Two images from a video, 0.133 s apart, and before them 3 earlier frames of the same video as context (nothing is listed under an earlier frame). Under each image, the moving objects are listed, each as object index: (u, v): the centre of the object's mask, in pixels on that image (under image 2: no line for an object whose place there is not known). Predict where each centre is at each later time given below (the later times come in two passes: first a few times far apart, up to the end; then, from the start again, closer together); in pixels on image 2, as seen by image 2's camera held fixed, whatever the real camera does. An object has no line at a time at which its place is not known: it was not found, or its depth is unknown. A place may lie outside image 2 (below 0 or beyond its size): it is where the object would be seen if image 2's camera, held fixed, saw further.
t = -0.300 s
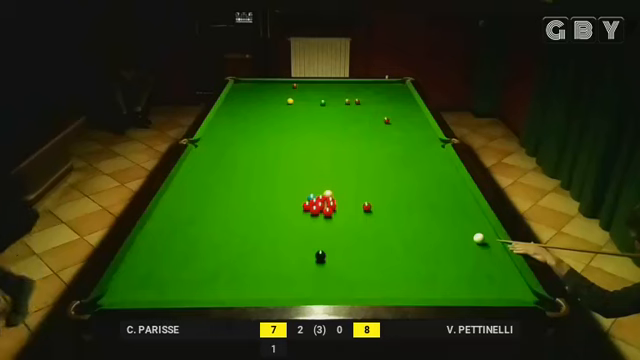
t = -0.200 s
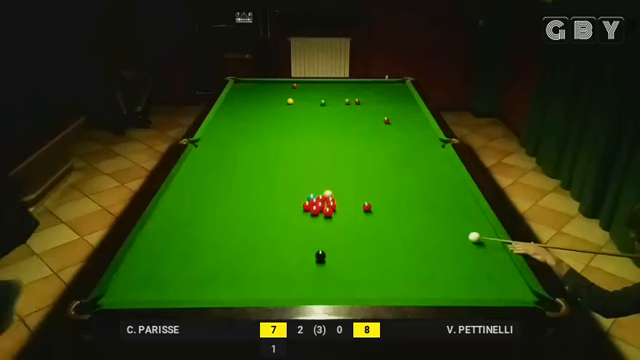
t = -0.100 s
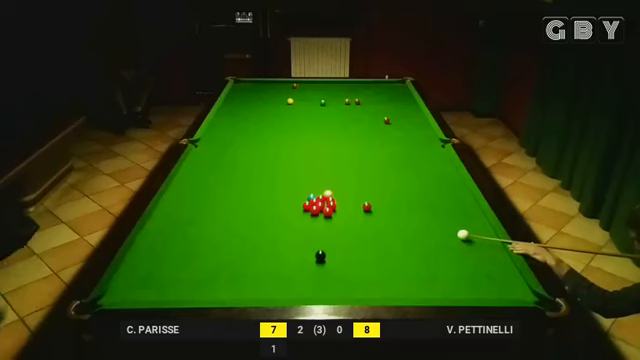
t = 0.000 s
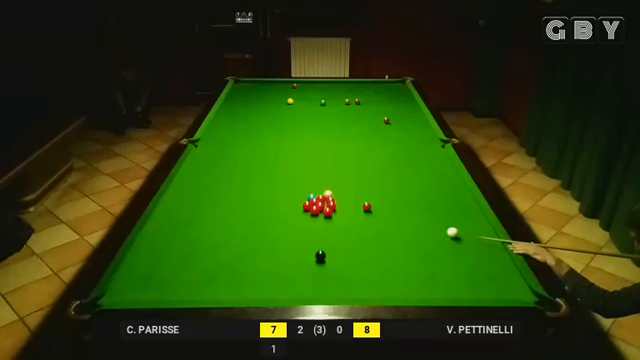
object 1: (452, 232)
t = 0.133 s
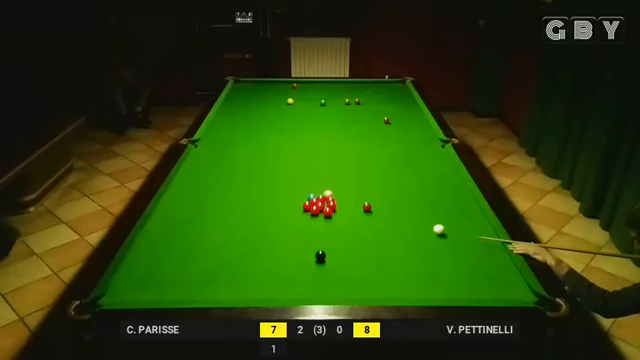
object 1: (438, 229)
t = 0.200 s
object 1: (432, 228)
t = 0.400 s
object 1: (413, 223)
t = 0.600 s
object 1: (396, 220)
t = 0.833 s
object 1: (377, 216)
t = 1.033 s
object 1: (362, 213)
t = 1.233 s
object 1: (348, 210)
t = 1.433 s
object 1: (338, 208)
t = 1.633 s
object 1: (335, 209)
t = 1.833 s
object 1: (334, 209)
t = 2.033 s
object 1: (334, 209)
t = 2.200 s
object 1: (334, 209)
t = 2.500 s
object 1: (334, 209)
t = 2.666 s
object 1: (334, 209)
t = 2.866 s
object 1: (334, 209)
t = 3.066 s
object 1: (334, 209)
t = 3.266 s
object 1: (334, 209)
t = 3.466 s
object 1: (334, 209)
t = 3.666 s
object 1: (334, 209)
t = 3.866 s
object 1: (334, 209)
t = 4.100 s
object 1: (334, 209)
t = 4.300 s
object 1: (334, 209)
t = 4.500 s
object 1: (334, 208)
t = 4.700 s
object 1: (334, 209)
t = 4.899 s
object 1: (334, 209)
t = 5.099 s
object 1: (334, 209)
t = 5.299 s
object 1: (334, 209)
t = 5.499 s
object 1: (334, 209)
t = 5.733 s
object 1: (334, 209)
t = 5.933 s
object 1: (334, 209)
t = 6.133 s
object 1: (334, 209)
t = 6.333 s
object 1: (334, 209)
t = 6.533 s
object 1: (334, 209)
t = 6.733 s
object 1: (334, 209)
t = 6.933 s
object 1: (334, 209)
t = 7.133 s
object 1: (334, 209)
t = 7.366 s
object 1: (334, 209)
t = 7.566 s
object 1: (334, 209)
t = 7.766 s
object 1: (334, 209)
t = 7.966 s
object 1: (334, 209)
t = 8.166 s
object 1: (334, 209)
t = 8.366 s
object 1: (334, 209)
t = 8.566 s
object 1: (334, 209)
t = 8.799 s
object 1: (334, 209)
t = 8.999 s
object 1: (334, 209)
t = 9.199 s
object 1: (334, 209)
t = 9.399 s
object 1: (334, 209)
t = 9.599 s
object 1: (334, 209)
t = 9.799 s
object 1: (334, 209)
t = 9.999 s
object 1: (334, 209)
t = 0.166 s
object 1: (435, 228)
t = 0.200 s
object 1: (432, 228)
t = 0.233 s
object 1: (429, 227)
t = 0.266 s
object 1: (426, 226)
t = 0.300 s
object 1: (422, 225)
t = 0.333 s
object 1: (419, 225)
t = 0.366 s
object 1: (416, 224)
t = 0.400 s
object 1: (413, 223)
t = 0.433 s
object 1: (410, 223)
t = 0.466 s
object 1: (407, 222)
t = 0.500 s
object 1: (404, 221)
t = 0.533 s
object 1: (402, 221)
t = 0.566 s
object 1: (399, 220)
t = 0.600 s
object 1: (396, 220)
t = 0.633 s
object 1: (393, 219)
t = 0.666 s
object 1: (390, 219)
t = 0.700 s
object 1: (388, 218)
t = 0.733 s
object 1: (385, 217)
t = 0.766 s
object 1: (382, 217)
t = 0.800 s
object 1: (380, 216)
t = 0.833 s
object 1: (377, 216)
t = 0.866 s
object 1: (374, 215)
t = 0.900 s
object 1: (372, 215)
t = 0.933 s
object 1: (370, 214)
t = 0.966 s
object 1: (367, 214)
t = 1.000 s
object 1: (365, 213)
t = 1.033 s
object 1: (362, 213)
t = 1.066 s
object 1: (360, 212)
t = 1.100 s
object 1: (357, 212)
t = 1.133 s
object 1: (355, 211)
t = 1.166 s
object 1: (353, 211)
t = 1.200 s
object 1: (350, 211)
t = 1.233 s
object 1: (348, 210)
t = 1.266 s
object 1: (346, 210)
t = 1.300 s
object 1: (344, 209)
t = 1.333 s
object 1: (342, 209)
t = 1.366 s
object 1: (340, 208)
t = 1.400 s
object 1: (339, 208)
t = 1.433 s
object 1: (338, 208)
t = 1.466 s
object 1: (338, 209)
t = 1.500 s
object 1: (337, 208)
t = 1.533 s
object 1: (337, 208)
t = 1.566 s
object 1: (336, 209)
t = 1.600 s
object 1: (335, 208)
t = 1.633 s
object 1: (335, 209)
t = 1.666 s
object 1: (335, 208)
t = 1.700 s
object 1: (335, 209)
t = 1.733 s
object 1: (334, 208)
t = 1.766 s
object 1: (334, 209)
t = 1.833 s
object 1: (334, 209)
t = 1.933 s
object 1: (334, 209)
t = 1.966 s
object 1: (334, 209)
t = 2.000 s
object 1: (334, 209)
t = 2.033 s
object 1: (334, 209)
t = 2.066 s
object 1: (334, 209)
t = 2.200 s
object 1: (334, 209)
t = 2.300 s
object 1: (334, 209)
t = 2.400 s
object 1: (334, 209)
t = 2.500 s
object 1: (334, 209)
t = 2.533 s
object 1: (334, 209)
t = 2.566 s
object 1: (334, 209)
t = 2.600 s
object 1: (334, 209)
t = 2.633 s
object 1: (334, 209)
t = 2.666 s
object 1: (334, 209)
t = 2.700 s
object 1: (334, 209)
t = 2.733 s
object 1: (334, 209)
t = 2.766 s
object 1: (334, 209)
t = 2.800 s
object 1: (334, 209)
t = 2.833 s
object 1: (334, 209)
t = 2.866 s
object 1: (334, 209)
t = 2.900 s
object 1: (334, 209)
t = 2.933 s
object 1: (334, 209)
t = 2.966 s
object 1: (334, 209)
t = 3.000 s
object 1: (334, 209)
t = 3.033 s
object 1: (334, 209)
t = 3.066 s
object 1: (334, 209)
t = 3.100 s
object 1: (334, 209)
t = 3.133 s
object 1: (334, 209)
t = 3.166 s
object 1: (334, 209)
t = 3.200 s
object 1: (334, 209)
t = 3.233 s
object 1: (334, 209)
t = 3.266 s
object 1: (334, 209)
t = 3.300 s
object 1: (334, 209)
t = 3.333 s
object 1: (334, 209)
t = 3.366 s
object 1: (334, 209)
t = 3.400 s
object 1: (334, 209)
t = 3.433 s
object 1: (334, 209)
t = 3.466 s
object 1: (334, 209)
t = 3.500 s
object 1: (334, 208)
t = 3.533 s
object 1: (334, 209)
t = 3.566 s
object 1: (334, 208)
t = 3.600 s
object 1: (334, 208)
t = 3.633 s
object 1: (334, 208)
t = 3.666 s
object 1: (334, 209)
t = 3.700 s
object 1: (334, 209)
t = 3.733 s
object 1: (334, 209)
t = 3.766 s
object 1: (334, 208)
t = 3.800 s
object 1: (334, 208)
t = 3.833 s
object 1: (334, 208)
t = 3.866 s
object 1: (334, 209)
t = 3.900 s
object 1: (334, 209)
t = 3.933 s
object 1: (334, 209)
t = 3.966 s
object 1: (334, 209)
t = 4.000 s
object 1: (334, 208)
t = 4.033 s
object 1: (334, 209)
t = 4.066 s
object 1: (334, 209)
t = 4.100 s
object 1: (334, 209)
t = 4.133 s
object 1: (334, 209)
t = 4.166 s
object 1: (334, 208)
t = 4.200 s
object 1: (334, 209)
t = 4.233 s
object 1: (334, 209)
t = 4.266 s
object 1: (334, 209)
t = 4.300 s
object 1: (334, 209)
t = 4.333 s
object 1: (334, 209)
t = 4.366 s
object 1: (334, 209)
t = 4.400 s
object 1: (334, 209)
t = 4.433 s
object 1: (334, 208)
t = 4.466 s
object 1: (334, 209)
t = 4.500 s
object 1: (334, 208)
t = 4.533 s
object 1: (334, 209)
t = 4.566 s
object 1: (334, 209)
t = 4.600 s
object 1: (334, 209)
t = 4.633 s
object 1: (334, 209)
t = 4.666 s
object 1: (334, 209)
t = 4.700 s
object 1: (334, 209)
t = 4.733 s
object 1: (334, 209)
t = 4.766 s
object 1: (334, 209)
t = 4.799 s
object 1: (334, 209)
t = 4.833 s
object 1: (334, 209)
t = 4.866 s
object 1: (334, 209)
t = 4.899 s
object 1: (334, 209)
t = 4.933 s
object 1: (334, 209)
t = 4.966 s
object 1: (334, 209)
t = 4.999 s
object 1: (334, 209)
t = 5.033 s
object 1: (334, 209)
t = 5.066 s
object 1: (334, 209)
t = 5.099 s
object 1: (334, 209)
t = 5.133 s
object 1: (334, 209)
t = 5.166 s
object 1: (334, 209)
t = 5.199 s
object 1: (334, 209)
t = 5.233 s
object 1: (334, 209)
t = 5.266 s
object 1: (334, 209)
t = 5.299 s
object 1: (334, 209)
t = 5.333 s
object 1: (334, 209)
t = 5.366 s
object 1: (334, 209)
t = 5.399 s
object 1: (334, 209)
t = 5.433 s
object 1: (334, 209)
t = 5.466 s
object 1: (334, 209)
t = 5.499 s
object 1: (334, 209)
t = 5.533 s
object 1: (334, 209)
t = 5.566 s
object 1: (334, 209)
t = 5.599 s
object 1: (334, 209)
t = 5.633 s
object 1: (334, 209)
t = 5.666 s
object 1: (334, 209)
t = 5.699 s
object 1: (334, 209)
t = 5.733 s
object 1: (334, 209)
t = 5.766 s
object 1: (334, 209)
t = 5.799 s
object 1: (334, 209)
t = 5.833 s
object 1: (334, 209)
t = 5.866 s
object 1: (334, 209)
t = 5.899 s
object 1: (334, 209)
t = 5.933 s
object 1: (334, 209)
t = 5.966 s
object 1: (334, 209)
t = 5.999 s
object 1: (334, 209)
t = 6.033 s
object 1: (334, 209)
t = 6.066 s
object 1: (334, 209)
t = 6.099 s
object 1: (334, 209)
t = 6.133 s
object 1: (334, 209)
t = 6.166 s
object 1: (334, 209)
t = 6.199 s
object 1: (334, 209)
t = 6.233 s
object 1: (334, 209)
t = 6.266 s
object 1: (334, 209)
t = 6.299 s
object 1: (334, 209)
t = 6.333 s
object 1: (334, 209)
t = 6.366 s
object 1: (334, 209)
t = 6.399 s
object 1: (334, 209)
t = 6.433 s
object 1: (334, 209)
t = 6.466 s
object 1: (334, 209)
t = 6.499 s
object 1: (334, 209)
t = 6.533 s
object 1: (334, 209)
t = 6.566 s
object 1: (334, 209)
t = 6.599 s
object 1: (334, 209)
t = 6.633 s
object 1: (334, 209)
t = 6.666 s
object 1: (334, 209)
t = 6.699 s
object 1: (334, 209)
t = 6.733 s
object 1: (334, 209)
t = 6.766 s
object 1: (334, 209)
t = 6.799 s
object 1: (334, 209)
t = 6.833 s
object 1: (334, 209)
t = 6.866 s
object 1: (334, 209)
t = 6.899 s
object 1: (334, 209)
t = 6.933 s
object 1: (334, 209)
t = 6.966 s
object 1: (334, 209)
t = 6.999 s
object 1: (334, 209)
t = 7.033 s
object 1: (334, 209)
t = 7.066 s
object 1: (334, 209)
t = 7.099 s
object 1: (334, 209)
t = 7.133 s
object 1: (334, 209)
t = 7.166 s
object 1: (334, 209)
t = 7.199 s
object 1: (334, 209)
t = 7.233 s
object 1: (334, 209)
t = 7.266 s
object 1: (334, 209)
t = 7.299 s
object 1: (334, 209)
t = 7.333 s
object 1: (334, 209)
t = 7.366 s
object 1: (334, 209)
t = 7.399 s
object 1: (334, 209)
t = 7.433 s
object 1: (334, 209)
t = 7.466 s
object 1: (334, 209)
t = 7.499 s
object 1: (334, 209)
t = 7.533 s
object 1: (334, 209)
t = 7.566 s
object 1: (334, 209)
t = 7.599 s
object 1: (334, 209)
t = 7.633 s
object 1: (334, 209)
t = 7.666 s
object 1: (334, 209)
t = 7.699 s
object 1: (334, 209)
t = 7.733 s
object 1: (334, 209)
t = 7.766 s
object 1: (334, 209)
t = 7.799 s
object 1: (334, 209)
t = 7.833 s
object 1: (334, 209)
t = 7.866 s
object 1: (334, 209)
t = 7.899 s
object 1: (334, 209)
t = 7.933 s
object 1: (334, 209)
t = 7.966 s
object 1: (334, 209)
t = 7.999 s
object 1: (334, 209)
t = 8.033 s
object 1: (334, 209)
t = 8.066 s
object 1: (334, 209)
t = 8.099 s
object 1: (334, 209)
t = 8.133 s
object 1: (334, 209)
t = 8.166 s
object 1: (334, 209)
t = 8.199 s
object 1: (334, 209)
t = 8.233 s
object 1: (334, 209)
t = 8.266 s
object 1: (334, 209)
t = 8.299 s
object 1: (334, 209)
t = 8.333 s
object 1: (334, 209)
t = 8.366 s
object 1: (334, 209)
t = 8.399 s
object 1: (334, 209)
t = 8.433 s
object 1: (334, 209)
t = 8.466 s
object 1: (334, 209)
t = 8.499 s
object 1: (334, 209)
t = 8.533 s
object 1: (334, 209)
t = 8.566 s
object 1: (334, 209)
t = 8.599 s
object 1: (334, 209)
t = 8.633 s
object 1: (334, 209)
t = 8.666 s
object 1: (334, 209)
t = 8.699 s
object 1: (334, 209)
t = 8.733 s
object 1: (334, 209)
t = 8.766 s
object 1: (334, 209)
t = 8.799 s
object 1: (334, 209)
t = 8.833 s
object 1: (334, 209)
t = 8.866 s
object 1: (334, 209)
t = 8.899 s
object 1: (334, 209)
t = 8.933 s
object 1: (334, 209)
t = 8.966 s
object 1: (334, 209)
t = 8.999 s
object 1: (334, 209)
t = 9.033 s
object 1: (334, 209)
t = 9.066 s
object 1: (334, 209)
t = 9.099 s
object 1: (334, 209)
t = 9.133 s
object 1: (334, 209)
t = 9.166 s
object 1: (334, 209)
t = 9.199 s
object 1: (334, 209)
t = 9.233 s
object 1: (334, 209)
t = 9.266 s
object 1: (334, 209)
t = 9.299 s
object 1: (334, 209)
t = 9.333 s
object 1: (334, 209)
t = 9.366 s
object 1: (334, 209)
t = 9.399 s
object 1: (334, 209)
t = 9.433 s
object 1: (334, 209)
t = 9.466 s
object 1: (334, 209)
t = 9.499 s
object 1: (334, 209)
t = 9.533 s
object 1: (334, 209)
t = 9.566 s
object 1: (334, 209)
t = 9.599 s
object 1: (334, 209)
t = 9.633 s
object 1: (334, 209)
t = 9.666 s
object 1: (334, 209)
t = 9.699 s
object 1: (334, 209)
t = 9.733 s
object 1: (334, 209)
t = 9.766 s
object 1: (334, 209)
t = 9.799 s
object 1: (334, 209)
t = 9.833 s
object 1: (334, 209)
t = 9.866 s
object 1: (334, 209)
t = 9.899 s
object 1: (334, 209)
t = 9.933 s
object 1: (334, 209)
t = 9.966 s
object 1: (334, 209)
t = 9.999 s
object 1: (334, 209)
